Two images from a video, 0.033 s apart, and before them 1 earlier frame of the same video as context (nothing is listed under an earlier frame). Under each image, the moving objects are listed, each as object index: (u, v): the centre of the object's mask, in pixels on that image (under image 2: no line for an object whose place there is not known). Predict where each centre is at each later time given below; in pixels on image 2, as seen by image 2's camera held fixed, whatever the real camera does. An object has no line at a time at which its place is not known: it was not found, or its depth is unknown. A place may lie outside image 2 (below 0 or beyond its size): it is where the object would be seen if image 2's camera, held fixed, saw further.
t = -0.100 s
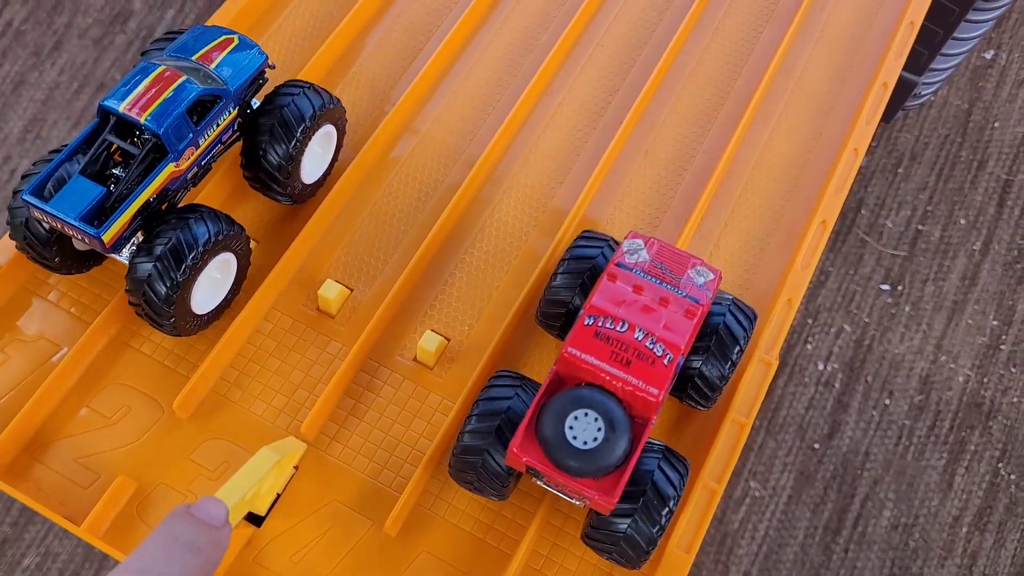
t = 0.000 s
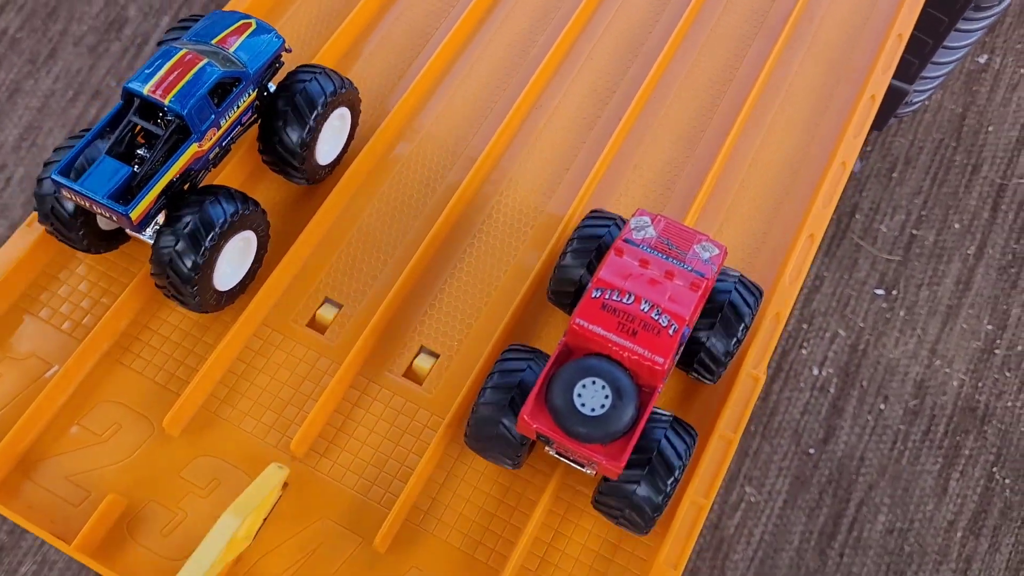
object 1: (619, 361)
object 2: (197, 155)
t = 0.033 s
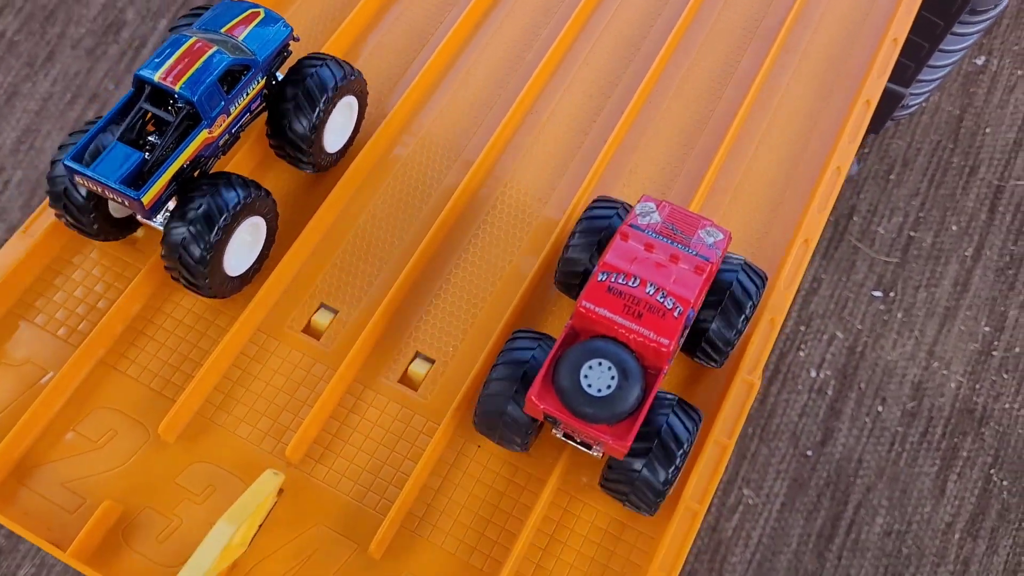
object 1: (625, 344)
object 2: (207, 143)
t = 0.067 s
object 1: (637, 321)
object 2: (223, 126)
